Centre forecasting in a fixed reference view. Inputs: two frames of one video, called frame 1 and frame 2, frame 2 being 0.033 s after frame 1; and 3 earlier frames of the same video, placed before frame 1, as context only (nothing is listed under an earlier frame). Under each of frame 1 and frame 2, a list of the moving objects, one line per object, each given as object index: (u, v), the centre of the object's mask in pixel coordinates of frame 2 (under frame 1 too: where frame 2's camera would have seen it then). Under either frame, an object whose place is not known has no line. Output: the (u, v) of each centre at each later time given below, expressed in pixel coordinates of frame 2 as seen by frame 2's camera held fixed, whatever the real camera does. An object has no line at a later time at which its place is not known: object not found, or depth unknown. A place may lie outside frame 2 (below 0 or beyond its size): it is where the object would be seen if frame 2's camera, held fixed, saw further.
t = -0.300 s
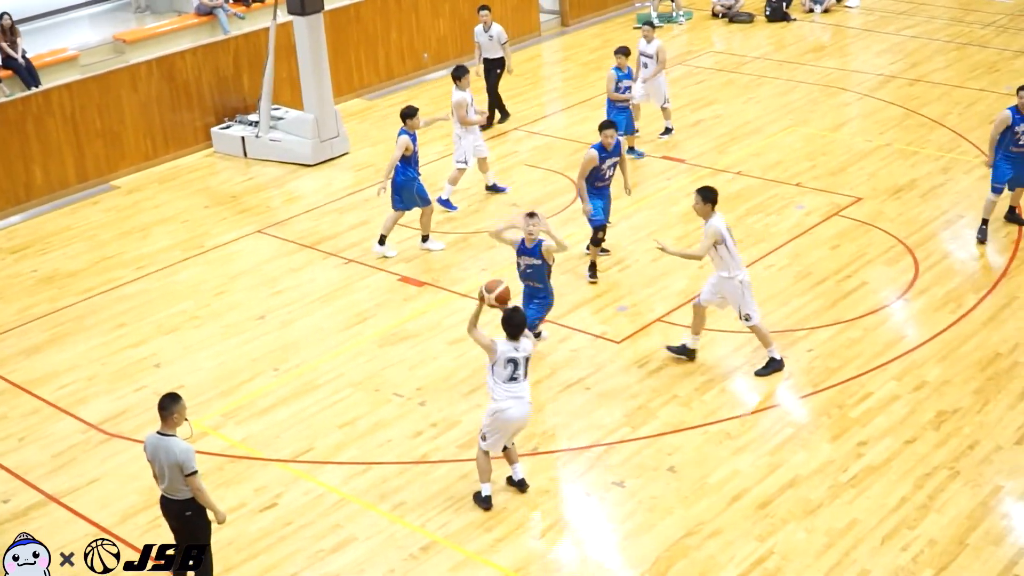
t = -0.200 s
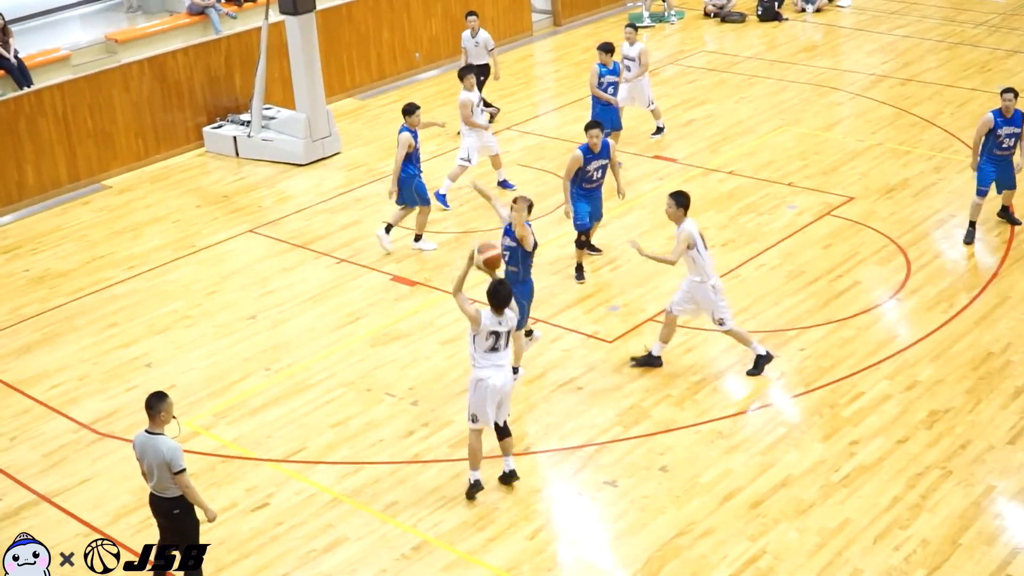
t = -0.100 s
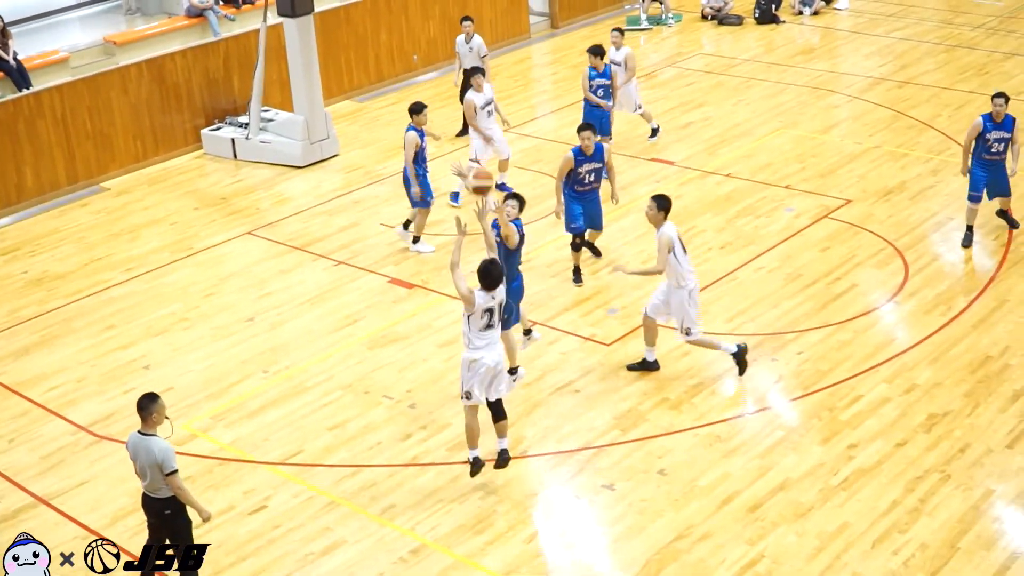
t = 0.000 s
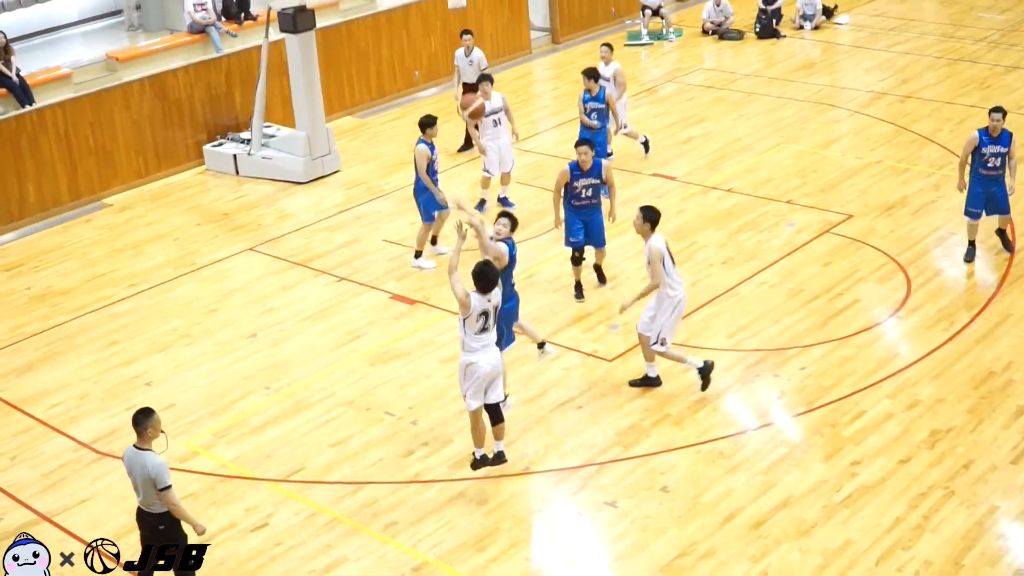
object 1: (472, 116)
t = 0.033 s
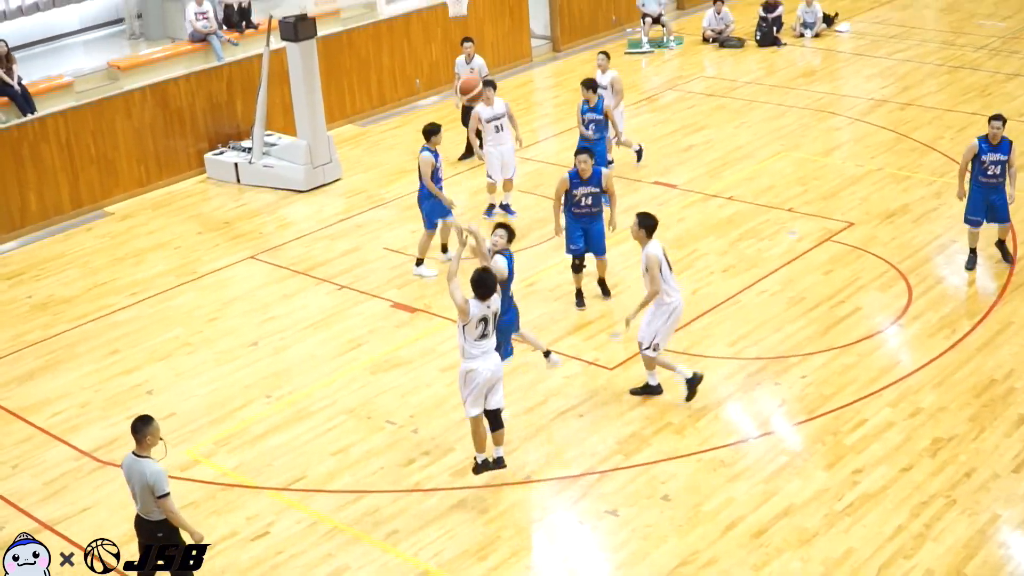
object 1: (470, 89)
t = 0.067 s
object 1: (468, 63)
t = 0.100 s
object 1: (465, 39)
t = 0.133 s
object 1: (463, 15)
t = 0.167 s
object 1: (460, -5)
